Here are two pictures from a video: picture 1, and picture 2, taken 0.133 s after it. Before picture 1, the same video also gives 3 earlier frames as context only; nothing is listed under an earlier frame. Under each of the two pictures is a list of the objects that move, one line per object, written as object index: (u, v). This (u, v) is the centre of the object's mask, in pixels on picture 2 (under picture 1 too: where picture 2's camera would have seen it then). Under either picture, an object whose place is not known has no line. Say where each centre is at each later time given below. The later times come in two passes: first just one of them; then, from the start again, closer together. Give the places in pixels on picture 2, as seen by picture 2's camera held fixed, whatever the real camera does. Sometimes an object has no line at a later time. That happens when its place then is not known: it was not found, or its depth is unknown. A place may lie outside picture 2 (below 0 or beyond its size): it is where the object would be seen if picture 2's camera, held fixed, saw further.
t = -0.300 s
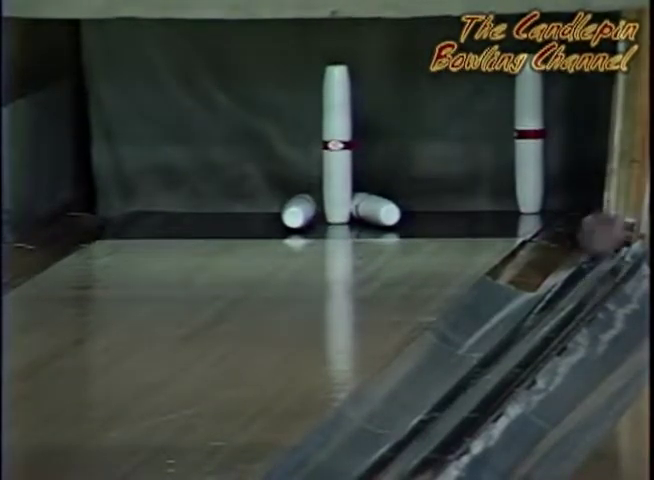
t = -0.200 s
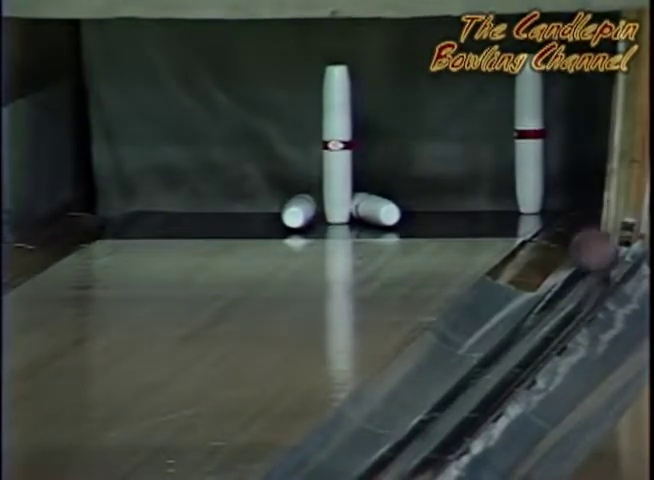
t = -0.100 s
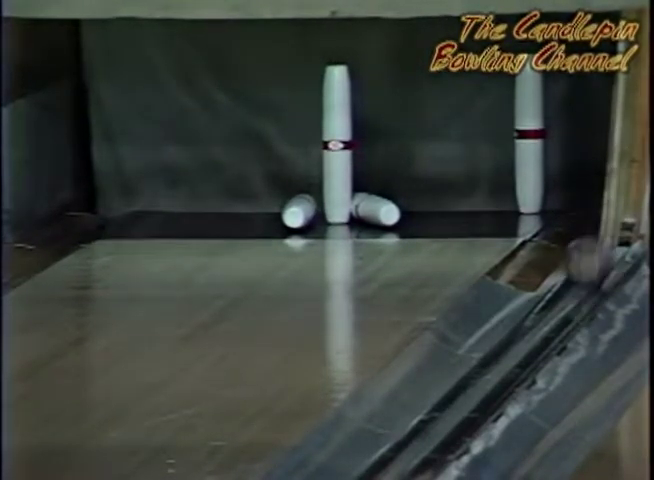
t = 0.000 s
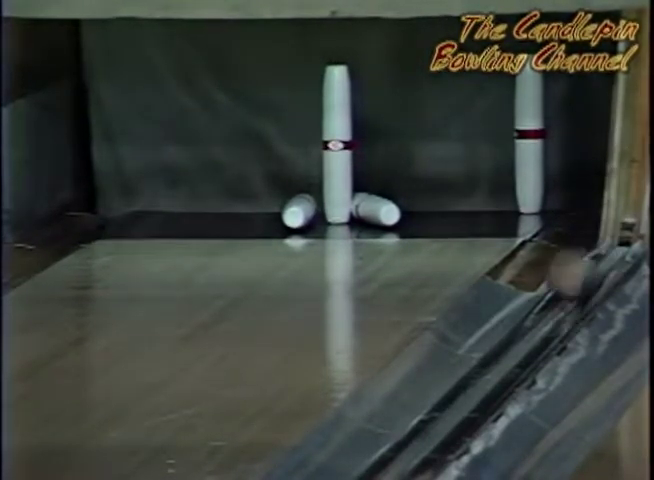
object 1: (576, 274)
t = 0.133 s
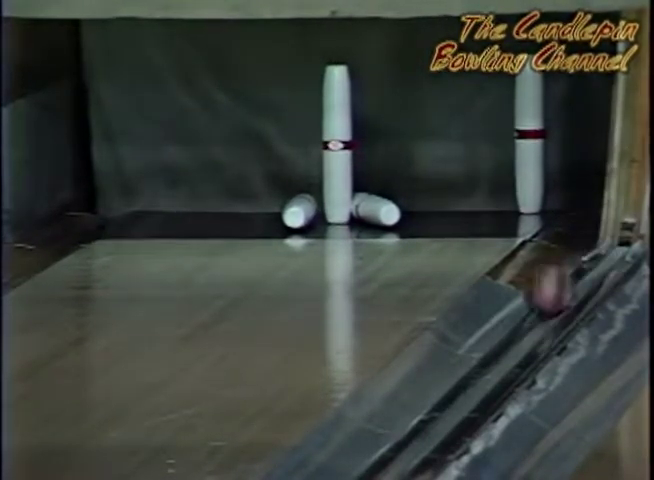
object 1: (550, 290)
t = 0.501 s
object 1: (504, 341)
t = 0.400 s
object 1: (520, 325)
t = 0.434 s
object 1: (514, 331)
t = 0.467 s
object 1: (510, 337)
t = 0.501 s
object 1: (504, 341)
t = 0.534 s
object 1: (500, 345)
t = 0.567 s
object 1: (495, 351)
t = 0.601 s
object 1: (489, 354)
